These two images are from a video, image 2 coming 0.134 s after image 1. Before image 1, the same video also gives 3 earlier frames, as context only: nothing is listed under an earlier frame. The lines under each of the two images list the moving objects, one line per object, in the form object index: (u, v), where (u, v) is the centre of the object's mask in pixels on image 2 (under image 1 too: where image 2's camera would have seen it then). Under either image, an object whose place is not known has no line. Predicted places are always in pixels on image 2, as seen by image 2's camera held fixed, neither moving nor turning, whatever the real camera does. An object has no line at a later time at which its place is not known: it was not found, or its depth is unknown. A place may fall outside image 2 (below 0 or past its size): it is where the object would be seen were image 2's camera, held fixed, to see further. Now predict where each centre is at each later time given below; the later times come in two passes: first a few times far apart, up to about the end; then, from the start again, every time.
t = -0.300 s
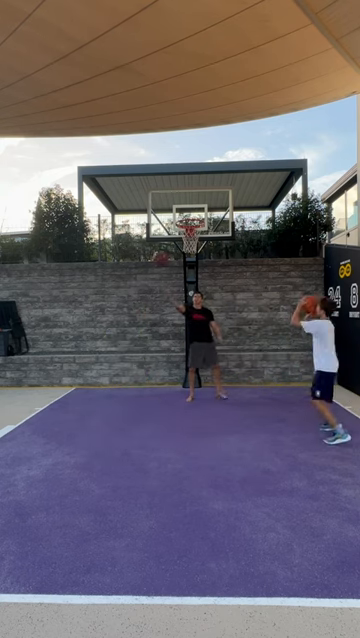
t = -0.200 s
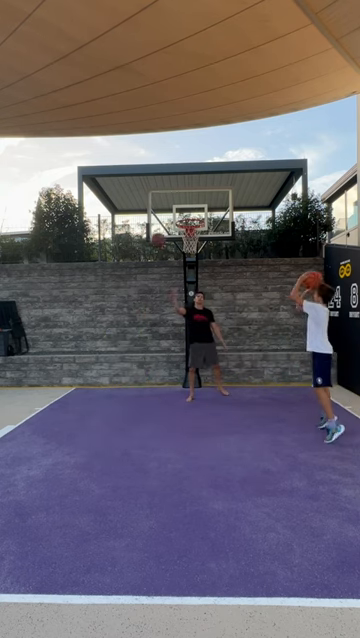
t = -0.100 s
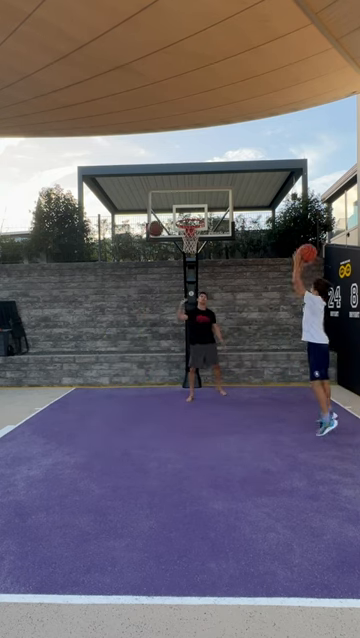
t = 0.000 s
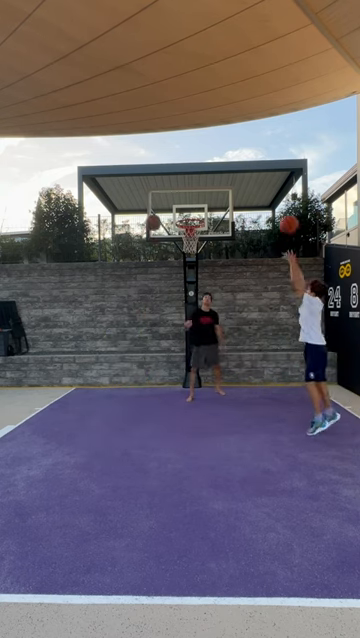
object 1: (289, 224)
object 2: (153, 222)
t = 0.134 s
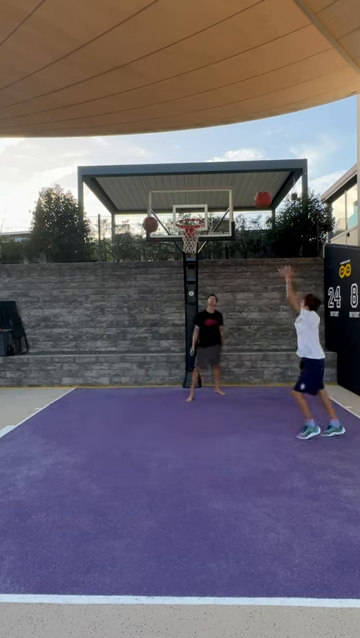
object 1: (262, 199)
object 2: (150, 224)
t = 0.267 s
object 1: (240, 188)
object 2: (148, 238)
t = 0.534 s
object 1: (201, 202)
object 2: (143, 303)
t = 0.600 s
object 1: (192, 212)
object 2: (140, 327)
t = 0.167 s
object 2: (149, 227)
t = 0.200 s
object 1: (251, 192)
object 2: (149, 230)
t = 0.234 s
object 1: (245, 189)
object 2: (148, 233)
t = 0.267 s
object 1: (240, 188)
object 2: (148, 238)
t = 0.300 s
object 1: (234, 188)
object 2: (147, 244)
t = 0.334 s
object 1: (229, 188)
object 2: (146, 249)
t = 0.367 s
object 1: (224, 188)
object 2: (146, 257)
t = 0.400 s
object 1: (219, 190)
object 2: (144, 264)
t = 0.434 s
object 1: (215, 192)
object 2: (143, 273)
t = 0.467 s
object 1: (210, 195)
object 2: (143, 282)
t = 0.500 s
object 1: (205, 198)
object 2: (143, 292)
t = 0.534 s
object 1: (201, 202)
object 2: (143, 303)
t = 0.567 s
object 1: (197, 207)
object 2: (141, 315)
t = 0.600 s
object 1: (192, 212)
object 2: (140, 327)
